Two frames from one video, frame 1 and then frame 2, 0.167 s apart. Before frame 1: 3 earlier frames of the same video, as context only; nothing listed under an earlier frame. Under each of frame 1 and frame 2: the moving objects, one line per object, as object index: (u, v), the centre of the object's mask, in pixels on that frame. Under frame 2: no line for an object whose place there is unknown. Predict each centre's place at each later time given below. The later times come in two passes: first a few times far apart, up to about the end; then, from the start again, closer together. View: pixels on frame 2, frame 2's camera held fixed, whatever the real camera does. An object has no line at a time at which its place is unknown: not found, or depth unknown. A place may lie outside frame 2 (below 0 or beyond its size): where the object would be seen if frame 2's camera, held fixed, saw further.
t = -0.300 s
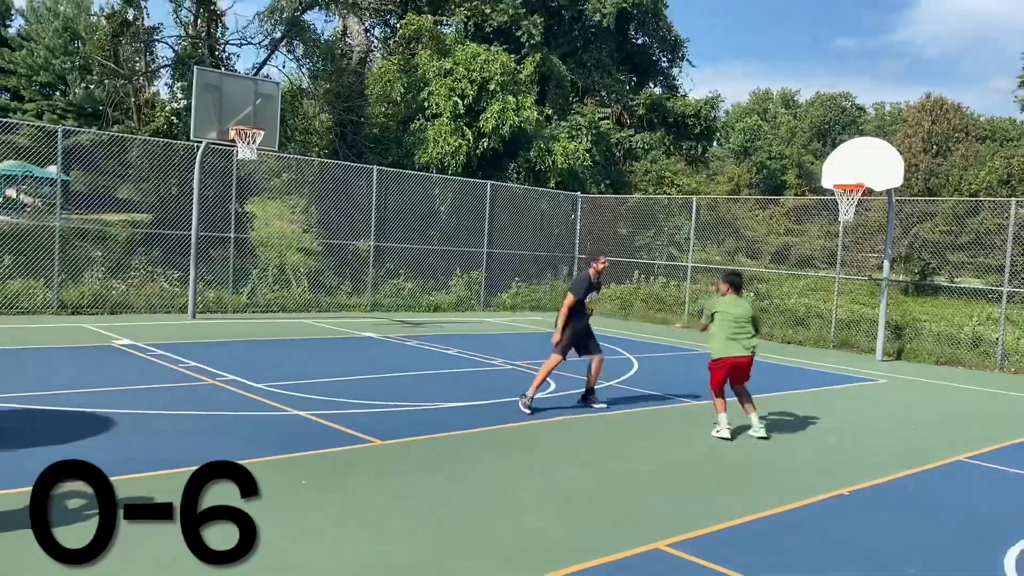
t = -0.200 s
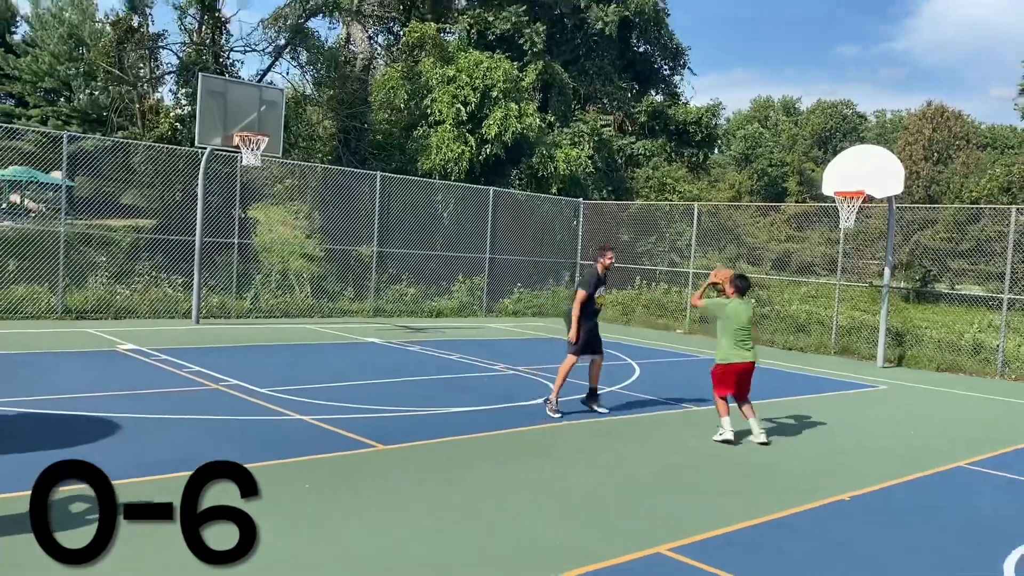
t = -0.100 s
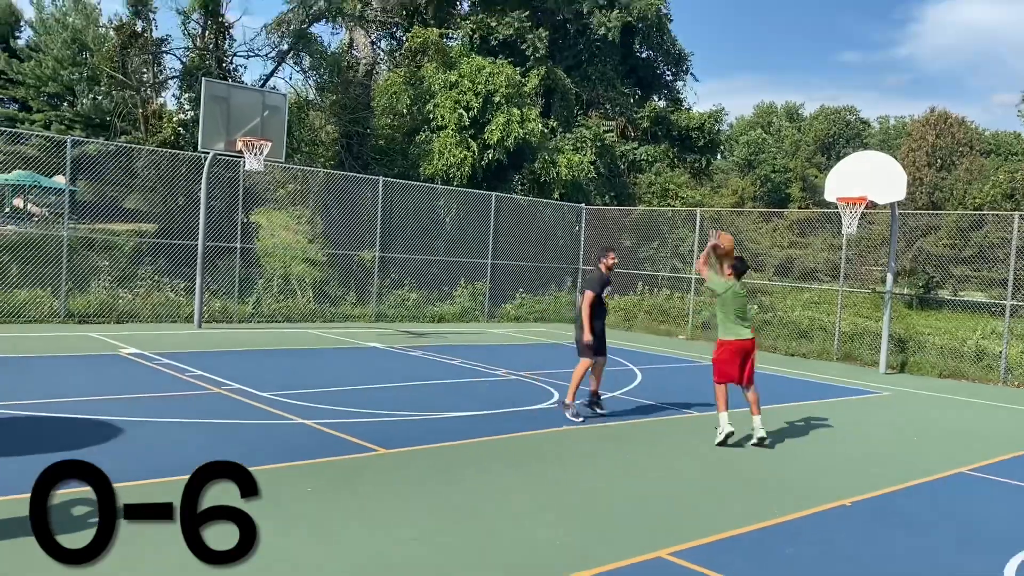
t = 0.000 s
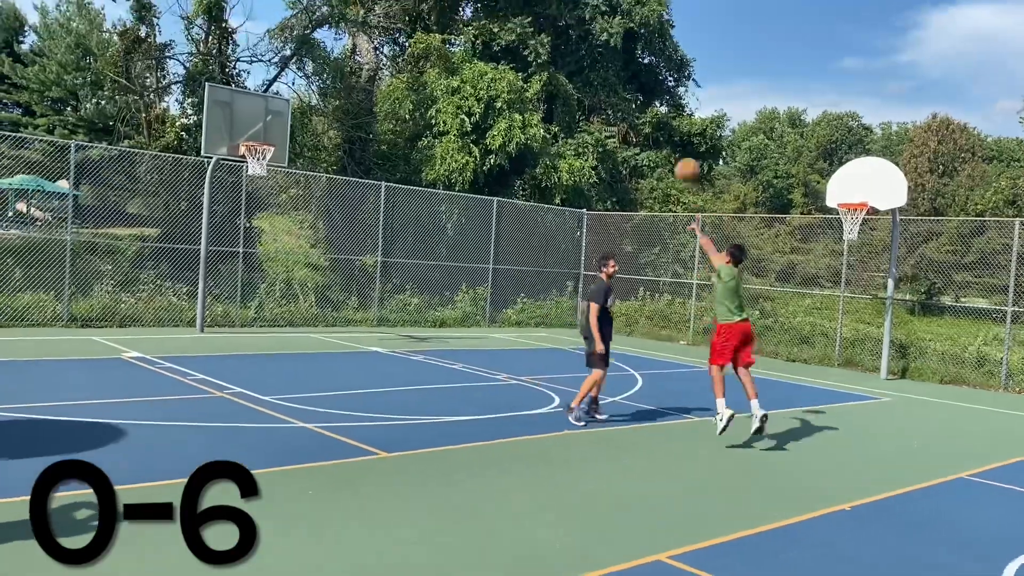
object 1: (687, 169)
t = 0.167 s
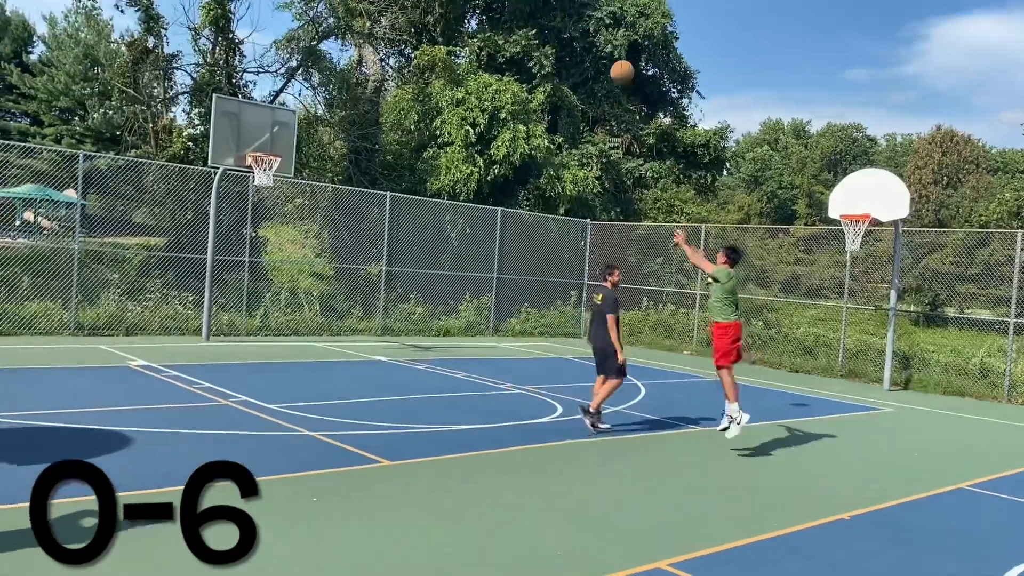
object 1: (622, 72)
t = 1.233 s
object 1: (298, 38)
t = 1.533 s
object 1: (238, 152)
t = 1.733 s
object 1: (250, 227)
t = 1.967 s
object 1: (259, 353)
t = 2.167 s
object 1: (282, 281)
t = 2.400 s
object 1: (312, 216)
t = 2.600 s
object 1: (338, 188)
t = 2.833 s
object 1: (369, 197)
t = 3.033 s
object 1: (394, 243)
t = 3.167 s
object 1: (412, 297)
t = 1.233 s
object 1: (298, 38)
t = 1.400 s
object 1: (261, 100)
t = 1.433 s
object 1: (254, 115)
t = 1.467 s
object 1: (246, 128)
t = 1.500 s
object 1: (238, 142)
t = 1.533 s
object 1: (238, 152)
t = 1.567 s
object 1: (241, 163)
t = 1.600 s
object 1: (243, 173)
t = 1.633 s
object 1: (244, 186)
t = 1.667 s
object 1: (246, 199)
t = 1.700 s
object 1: (248, 212)
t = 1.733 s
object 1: (250, 227)
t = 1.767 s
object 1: (252, 242)
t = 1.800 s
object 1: (252, 259)
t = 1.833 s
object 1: (255, 276)
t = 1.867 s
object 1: (255, 294)
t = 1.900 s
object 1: (256, 314)
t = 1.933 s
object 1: (257, 333)
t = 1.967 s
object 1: (259, 353)
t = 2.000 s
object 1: (262, 349)
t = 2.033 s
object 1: (266, 334)
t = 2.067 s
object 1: (270, 320)
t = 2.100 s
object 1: (274, 306)
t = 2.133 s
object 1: (278, 293)
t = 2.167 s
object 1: (282, 281)
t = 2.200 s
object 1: (288, 270)
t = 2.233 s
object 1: (291, 259)
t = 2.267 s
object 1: (296, 248)
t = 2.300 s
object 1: (301, 240)
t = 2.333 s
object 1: (304, 232)
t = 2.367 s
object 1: (308, 224)
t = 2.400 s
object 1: (312, 216)
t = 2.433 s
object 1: (317, 209)
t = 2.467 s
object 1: (321, 204)
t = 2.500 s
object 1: (325, 198)
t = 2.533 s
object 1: (330, 194)
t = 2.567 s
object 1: (334, 191)
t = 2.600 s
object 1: (338, 188)
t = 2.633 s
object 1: (342, 188)
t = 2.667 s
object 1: (347, 187)
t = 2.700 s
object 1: (351, 188)
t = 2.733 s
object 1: (356, 189)
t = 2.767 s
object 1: (361, 190)
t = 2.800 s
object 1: (365, 193)
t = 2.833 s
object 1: (369, 197)
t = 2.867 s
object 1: (374, 202)
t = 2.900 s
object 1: (378, 209)
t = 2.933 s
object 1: (382, 216)
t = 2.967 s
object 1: (387, 224)
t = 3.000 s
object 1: (391, 233)
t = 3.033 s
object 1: (394, 243)
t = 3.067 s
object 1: (400, 255)
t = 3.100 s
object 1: (404, 267)
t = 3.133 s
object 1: (409, 282)
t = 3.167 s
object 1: (412, 297)
